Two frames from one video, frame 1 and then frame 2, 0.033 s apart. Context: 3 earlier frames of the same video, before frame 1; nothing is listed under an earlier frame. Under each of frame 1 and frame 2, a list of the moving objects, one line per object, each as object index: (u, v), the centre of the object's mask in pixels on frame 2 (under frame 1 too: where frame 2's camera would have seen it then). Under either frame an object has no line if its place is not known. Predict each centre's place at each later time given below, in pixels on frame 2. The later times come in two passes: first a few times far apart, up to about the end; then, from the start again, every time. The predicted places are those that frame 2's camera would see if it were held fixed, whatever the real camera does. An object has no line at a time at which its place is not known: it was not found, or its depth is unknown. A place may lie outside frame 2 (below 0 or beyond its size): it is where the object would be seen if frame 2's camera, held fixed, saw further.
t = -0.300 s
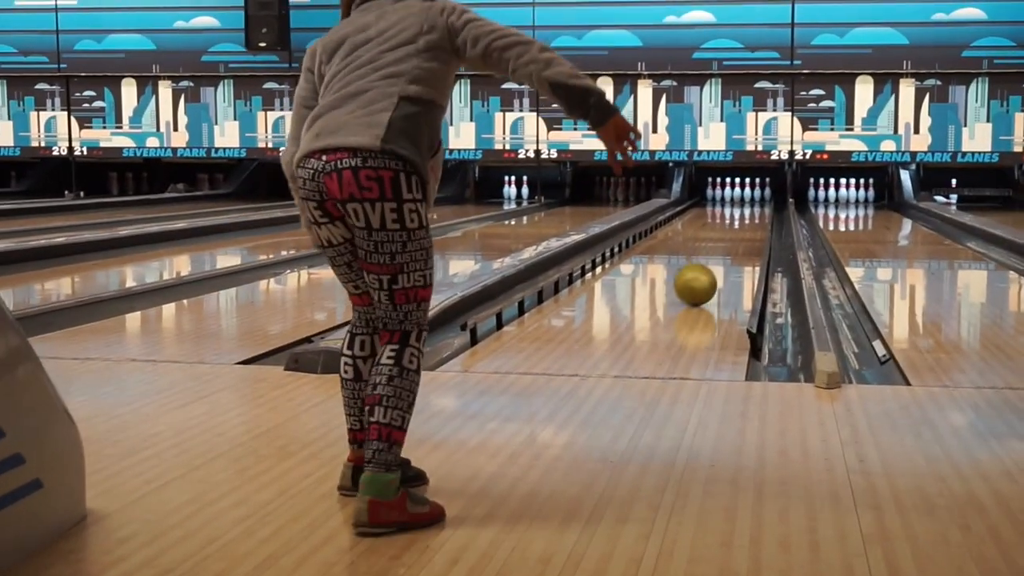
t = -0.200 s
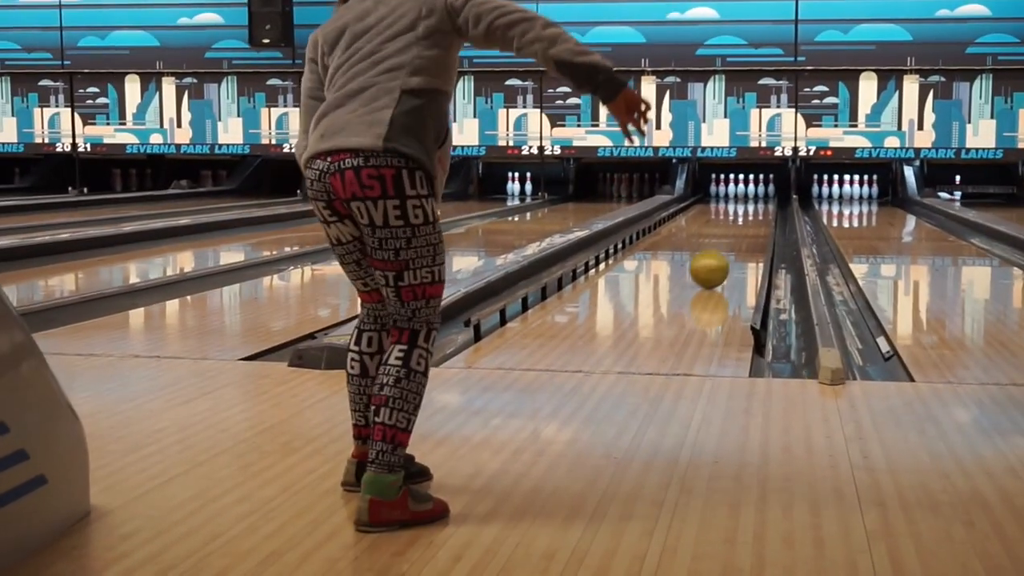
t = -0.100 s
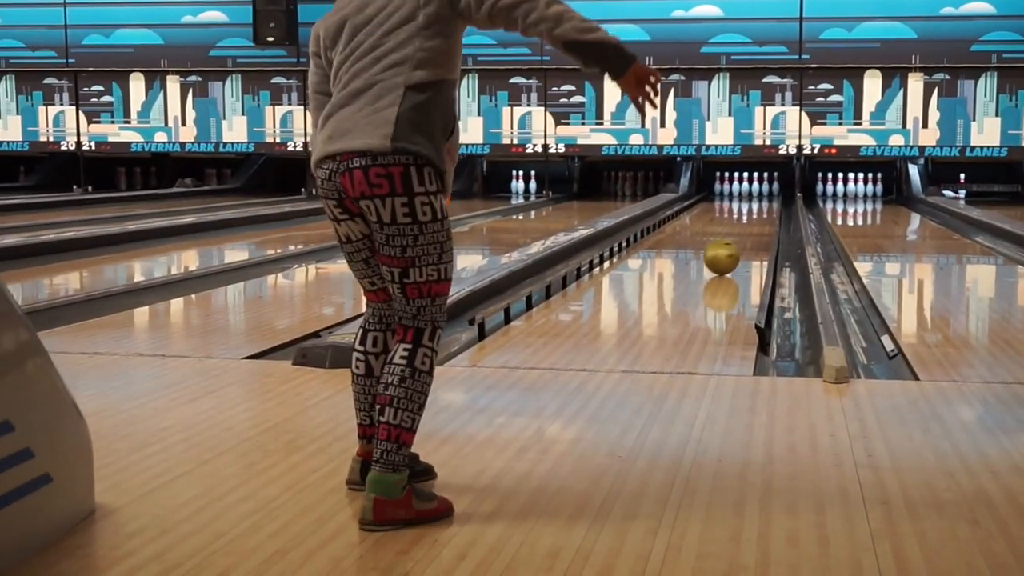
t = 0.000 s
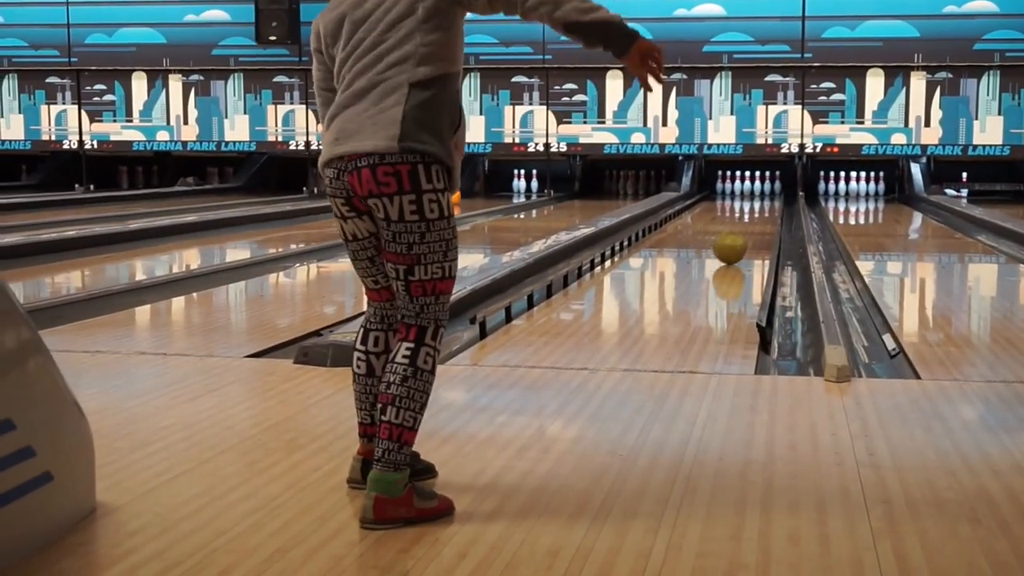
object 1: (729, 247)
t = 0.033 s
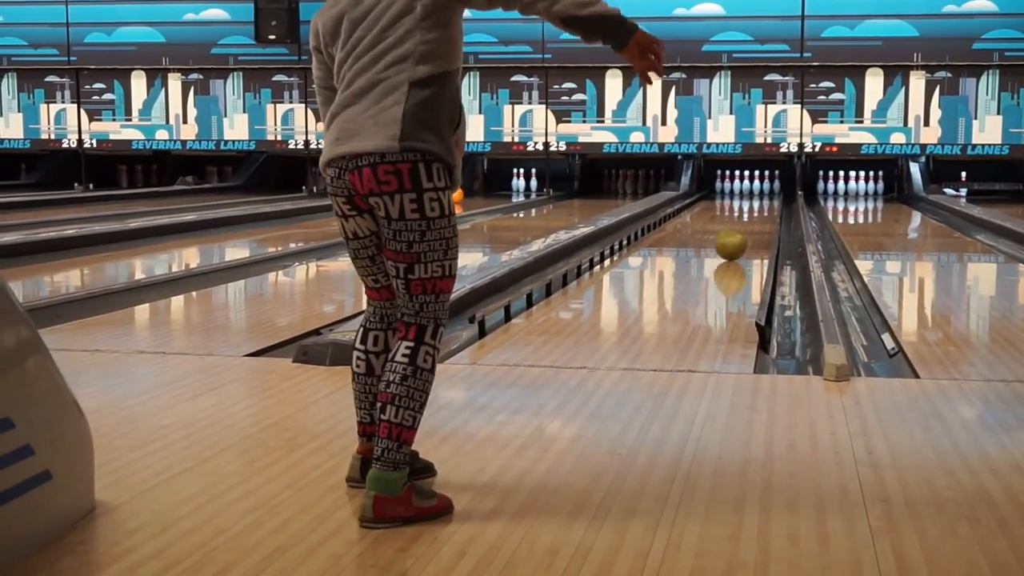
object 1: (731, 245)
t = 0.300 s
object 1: (744, 229)
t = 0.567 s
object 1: (752, 218)
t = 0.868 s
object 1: (759, 209)
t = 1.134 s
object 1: (763, 202)
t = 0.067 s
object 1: (733, 242)
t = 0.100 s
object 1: (734, 240)
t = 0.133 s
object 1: (736, 238)
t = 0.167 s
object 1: (739, 236)
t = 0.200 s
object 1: (740, 234)
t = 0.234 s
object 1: (741, 232)
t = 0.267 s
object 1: (743, 231)
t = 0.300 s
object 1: (744, 229)
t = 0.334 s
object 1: (745, 227)
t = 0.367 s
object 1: (746, 225)
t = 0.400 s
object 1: (748, 224)
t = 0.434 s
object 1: (748, 223)
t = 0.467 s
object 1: (749, 222)
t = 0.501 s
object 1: (751, 220)
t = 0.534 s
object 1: (751, 219)
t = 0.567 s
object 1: (752, 218)
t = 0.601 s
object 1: (753, 217)
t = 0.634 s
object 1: (754, 215)
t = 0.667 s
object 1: (755, 214)
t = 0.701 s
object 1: (756, 213)
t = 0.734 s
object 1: (756, 212)
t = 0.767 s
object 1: (756, 211)
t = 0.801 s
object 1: (757, 211)
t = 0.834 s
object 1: (758, 210)
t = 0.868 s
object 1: (759, 209)
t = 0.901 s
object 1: (759, 208)
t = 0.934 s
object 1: (760, 206)
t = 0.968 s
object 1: (761, 206)
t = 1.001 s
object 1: (761, 205)
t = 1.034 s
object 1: (761, 204)
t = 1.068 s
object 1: (761, 203)
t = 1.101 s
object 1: (762, 203)
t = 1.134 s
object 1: (763, 202)
